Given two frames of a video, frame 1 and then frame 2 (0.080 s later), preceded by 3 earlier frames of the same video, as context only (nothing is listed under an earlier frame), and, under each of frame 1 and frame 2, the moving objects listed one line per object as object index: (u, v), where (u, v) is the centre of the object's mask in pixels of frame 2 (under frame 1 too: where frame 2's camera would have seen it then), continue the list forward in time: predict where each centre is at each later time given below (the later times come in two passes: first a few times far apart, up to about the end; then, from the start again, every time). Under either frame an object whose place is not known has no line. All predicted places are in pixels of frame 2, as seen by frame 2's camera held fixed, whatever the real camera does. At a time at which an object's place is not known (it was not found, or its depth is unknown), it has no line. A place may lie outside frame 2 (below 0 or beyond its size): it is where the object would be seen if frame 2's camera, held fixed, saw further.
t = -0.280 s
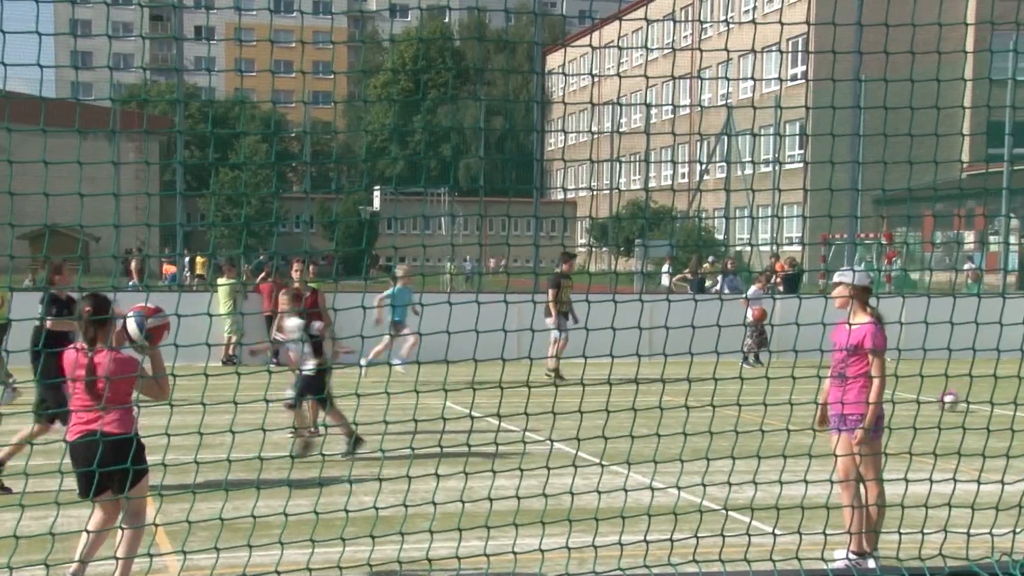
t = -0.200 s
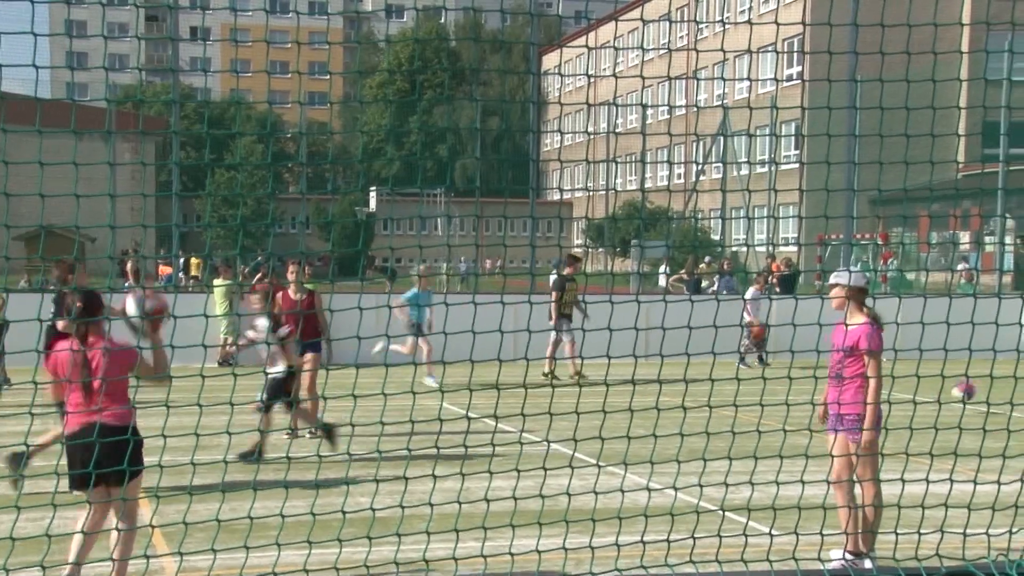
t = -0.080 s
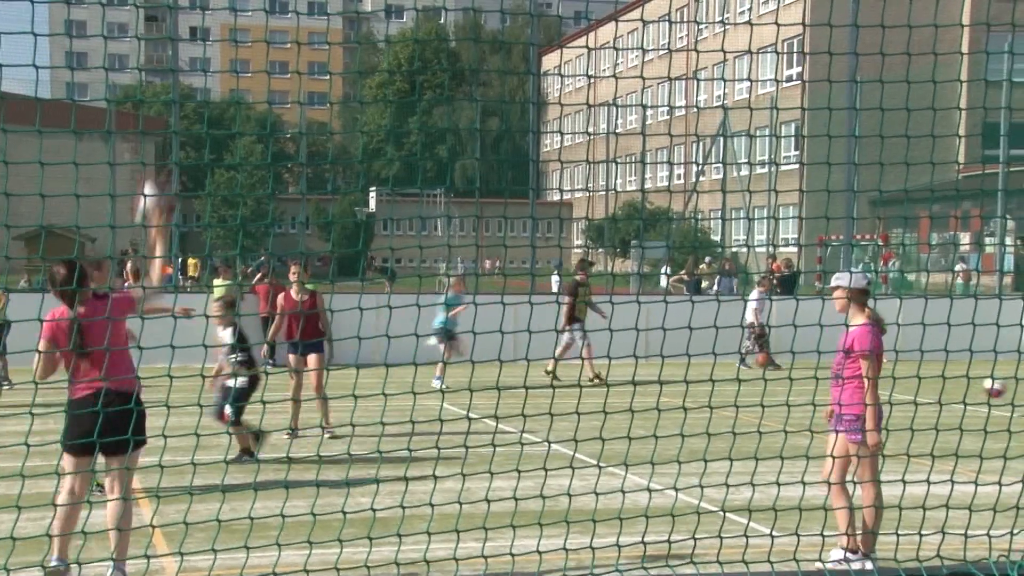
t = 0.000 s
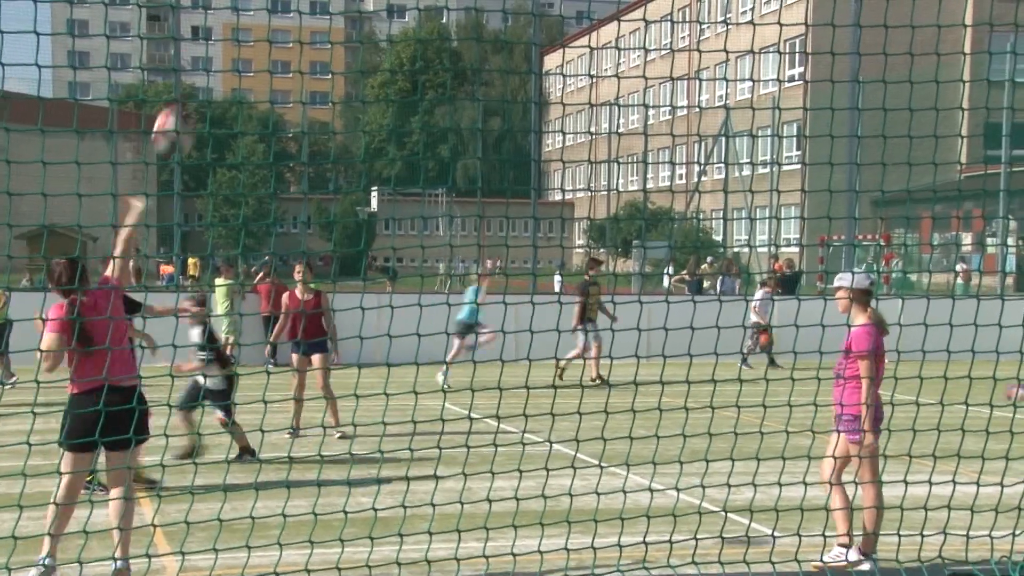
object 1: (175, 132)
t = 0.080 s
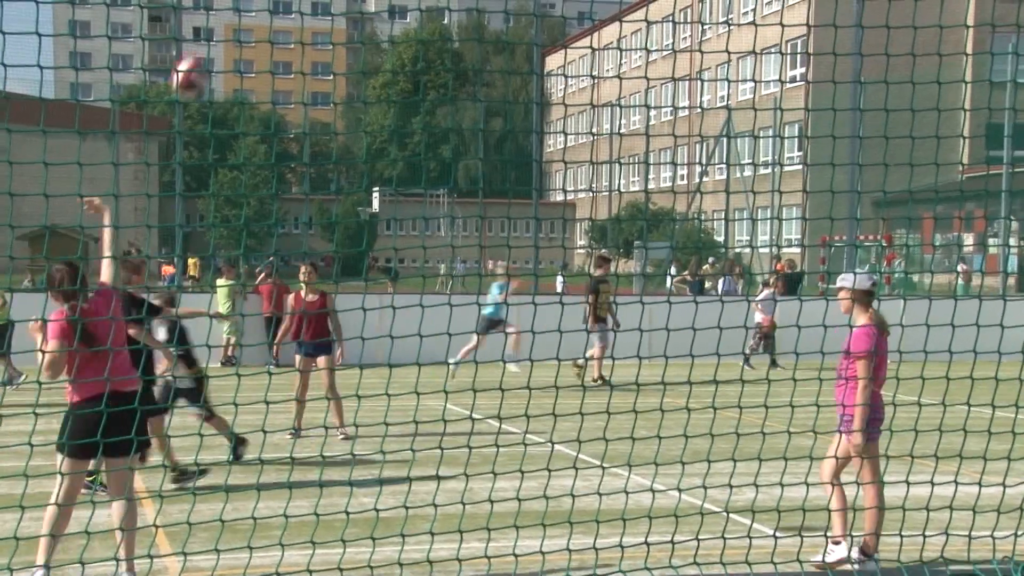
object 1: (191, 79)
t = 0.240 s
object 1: (212, 21)
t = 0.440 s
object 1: (238, 15)
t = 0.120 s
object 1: (197, 58)
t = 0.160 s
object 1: (203, 41)
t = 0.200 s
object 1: (208, 28)
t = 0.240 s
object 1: (212, 21)
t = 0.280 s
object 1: (220, 14)
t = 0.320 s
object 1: (223, 11)
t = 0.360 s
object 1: (228, 10)
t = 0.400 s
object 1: (233, 11)
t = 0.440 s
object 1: (238, 15)
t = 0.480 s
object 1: (242, 23)
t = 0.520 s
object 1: (247, 31)
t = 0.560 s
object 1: (250, 43)
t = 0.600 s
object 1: (254, 57)
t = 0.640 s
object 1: (258, 72)
